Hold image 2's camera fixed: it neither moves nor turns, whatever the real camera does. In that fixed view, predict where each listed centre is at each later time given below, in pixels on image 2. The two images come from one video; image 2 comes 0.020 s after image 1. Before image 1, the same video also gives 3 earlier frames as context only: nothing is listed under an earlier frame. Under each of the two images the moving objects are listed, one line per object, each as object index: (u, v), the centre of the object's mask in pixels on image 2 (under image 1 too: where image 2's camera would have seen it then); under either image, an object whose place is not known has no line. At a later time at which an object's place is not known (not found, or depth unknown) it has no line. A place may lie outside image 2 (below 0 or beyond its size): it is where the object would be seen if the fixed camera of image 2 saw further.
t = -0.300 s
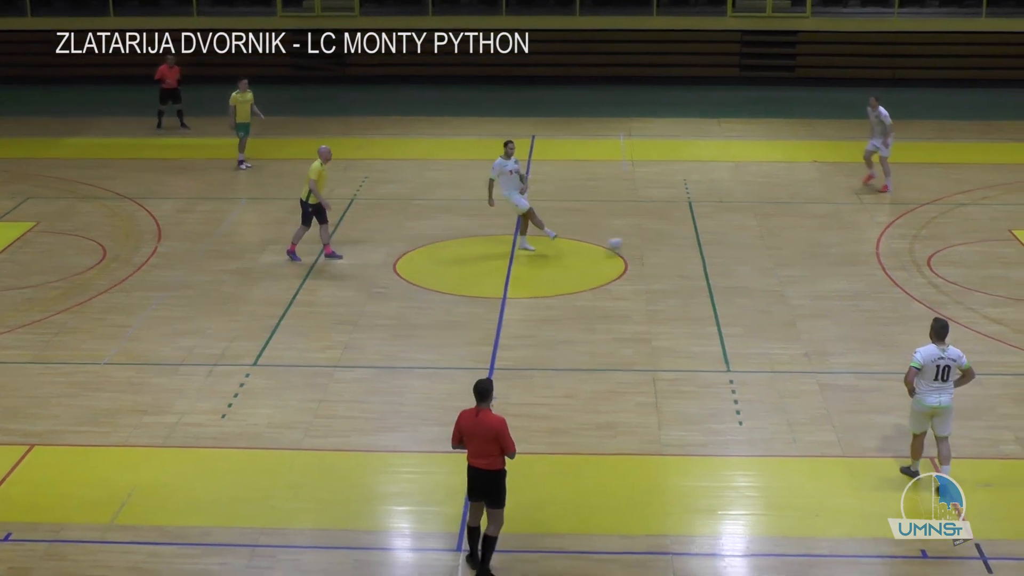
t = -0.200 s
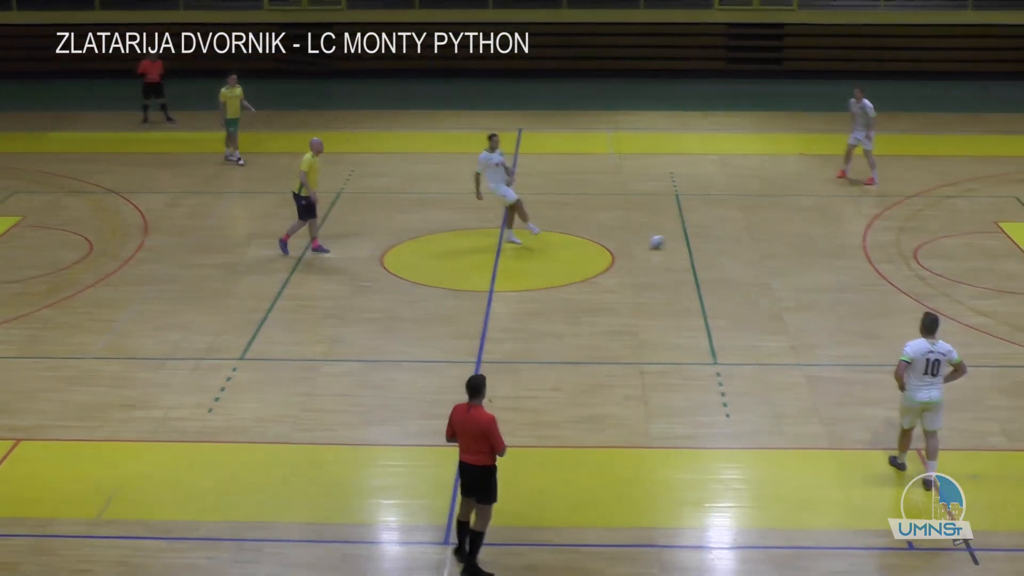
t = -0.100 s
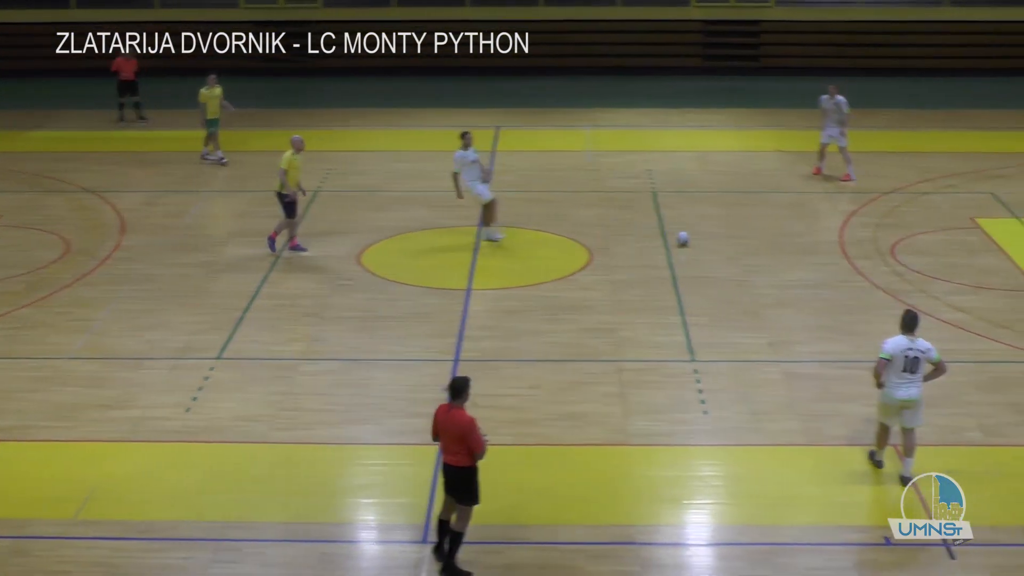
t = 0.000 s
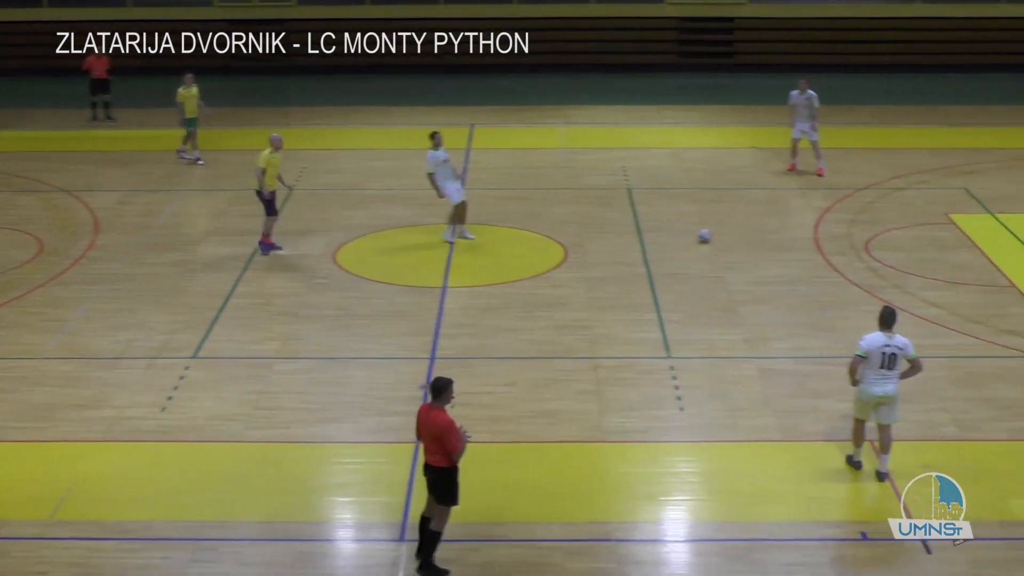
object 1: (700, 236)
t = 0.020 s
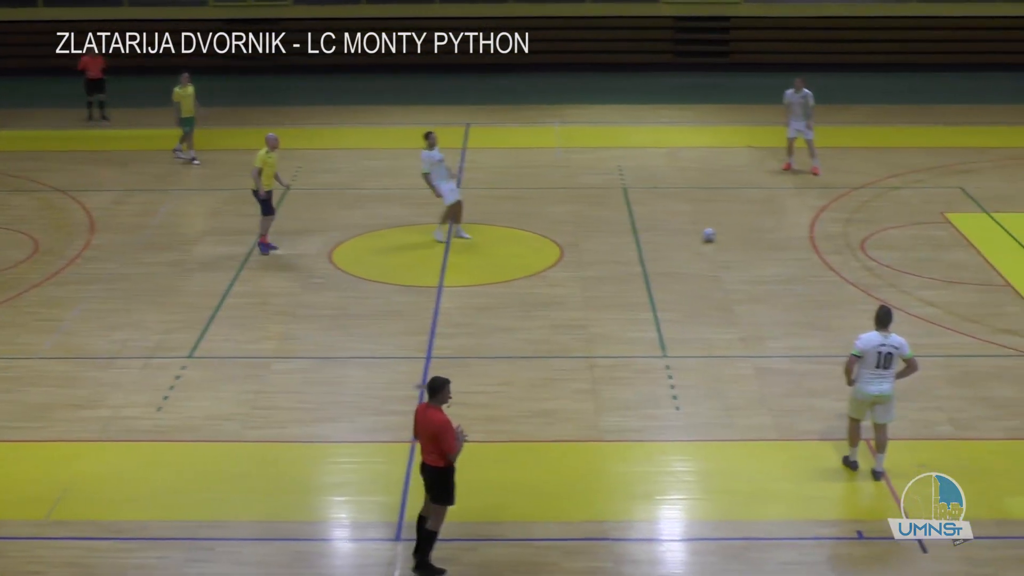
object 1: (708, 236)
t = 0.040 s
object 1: (716, 235)
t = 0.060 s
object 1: (724, 235)
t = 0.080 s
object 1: (732, 235)
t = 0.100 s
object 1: (739, 235)
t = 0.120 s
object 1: (747, 235)
